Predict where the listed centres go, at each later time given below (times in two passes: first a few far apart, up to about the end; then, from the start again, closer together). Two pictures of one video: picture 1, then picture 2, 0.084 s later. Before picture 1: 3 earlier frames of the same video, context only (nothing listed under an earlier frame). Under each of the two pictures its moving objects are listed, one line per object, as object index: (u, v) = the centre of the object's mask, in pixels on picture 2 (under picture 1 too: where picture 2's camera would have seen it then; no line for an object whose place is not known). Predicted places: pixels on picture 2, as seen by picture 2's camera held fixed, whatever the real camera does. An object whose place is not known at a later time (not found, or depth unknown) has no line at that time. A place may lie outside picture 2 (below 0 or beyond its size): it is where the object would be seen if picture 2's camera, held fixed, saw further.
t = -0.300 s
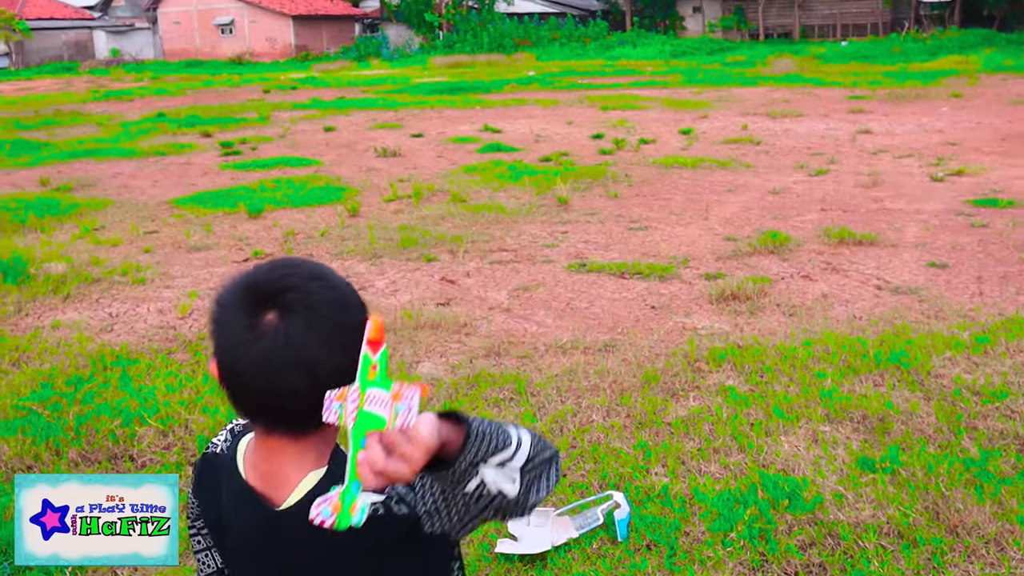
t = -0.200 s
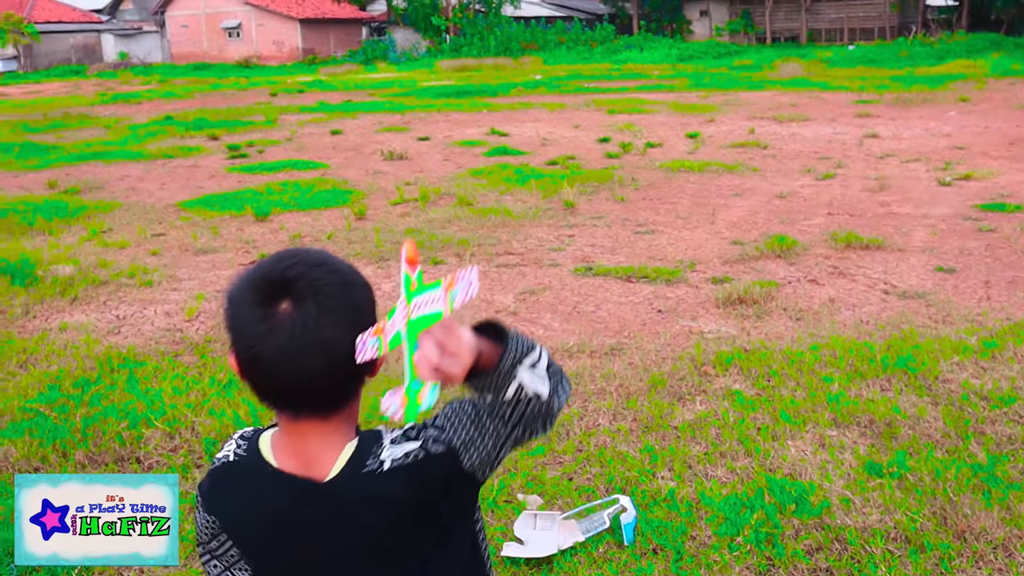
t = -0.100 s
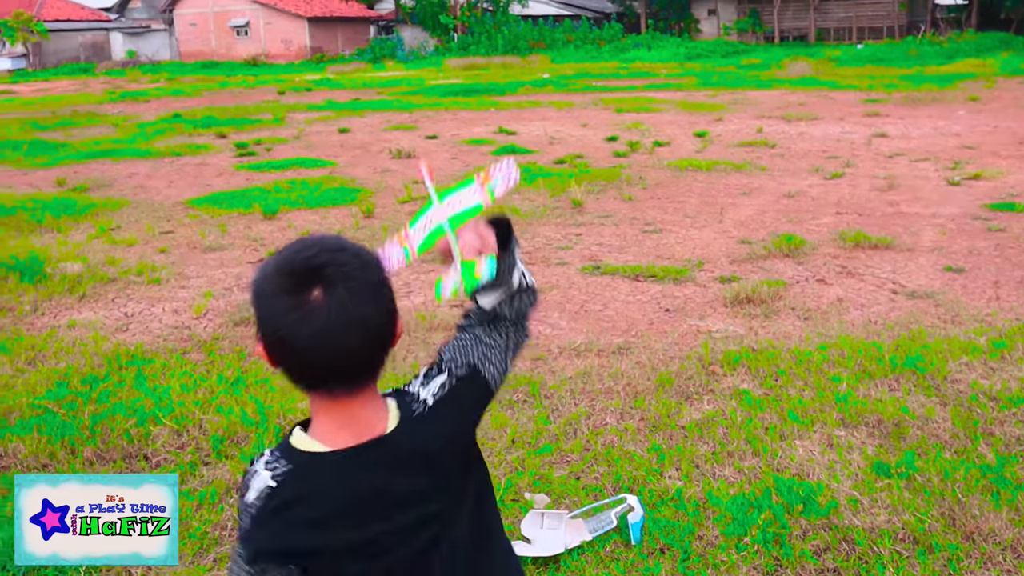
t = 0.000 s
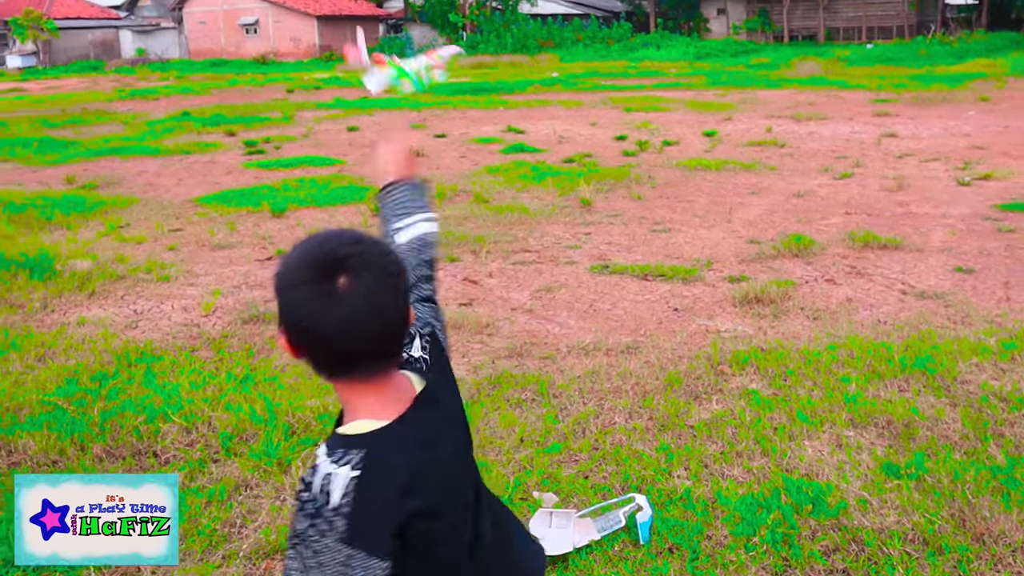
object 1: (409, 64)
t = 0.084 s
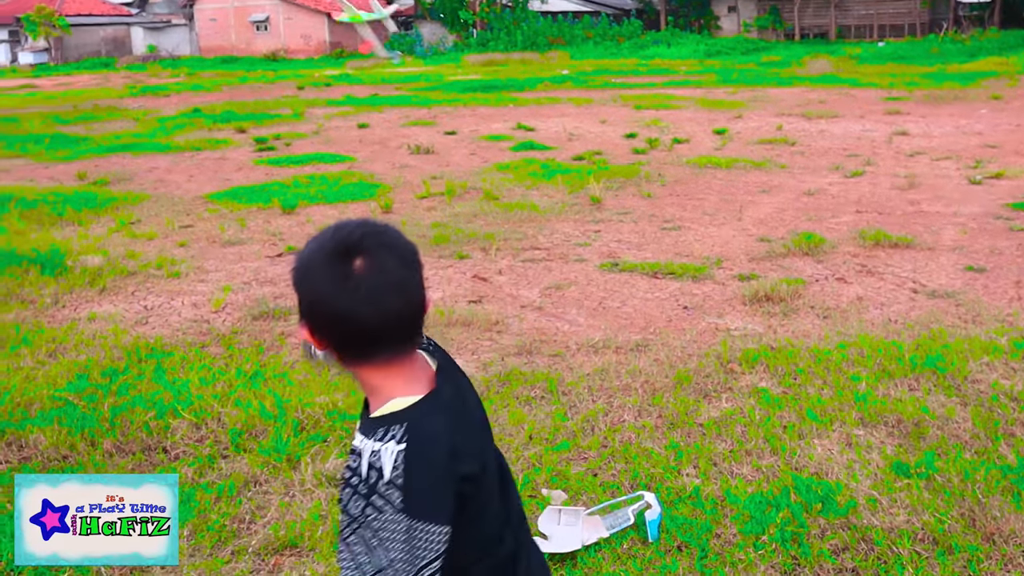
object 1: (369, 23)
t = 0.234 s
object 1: (286, 41)
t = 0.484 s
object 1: (246, 136)
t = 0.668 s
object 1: (260, 208)
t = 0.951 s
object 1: (301, 277)
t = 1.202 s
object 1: (302, 279)
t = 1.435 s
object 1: (303, 278)
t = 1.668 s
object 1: (304, 277)
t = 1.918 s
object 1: (304, 277)
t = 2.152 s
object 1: (304, 277)
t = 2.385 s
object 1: (305, 277)
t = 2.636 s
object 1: (304, 277)
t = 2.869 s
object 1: (304, 277)
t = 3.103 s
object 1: (304, 277)
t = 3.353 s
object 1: (304, 277)
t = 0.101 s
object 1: (360, 21)
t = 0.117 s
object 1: (348, 23)
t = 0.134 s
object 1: (339, 22)
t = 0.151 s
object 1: (329, 24)
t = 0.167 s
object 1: (322, 27)
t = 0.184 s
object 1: (310, 29)
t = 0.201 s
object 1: (302, 33)
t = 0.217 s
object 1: (294, 37)
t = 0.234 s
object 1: (286, 41)
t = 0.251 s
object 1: (279, 44)
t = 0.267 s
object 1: (272, 47)
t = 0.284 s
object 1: (268, 53)
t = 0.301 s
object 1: (264, 63)
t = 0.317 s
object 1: (260, 70)
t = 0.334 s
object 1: (257, 76)
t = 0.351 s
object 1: (254, 83)
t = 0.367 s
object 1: (251, 90)
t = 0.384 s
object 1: (250, 96)
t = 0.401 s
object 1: (248, 103)
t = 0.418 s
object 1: (248, 111)
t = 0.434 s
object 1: (248, 118)
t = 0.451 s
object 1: (246, 123)
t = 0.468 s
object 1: (246, 130)
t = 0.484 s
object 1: (246, 136)
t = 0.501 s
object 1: (246, 143)
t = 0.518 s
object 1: (247, 149)
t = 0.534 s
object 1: (248, 156)
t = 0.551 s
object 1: (249, 162)
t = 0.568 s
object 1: (249, 169)
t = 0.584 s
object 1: (251, 177)
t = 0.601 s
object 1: (252, 183)
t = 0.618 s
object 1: (254, 189)
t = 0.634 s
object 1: (256, 195)
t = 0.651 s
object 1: (257, 200)
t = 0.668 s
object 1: (260, 208)
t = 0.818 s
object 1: (287, 256)
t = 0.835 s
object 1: (294, 264)
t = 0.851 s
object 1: (297, 269)
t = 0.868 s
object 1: (301, 275)
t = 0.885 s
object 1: (304, 278)
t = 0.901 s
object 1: (304, 278)
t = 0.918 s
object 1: (301, 278)
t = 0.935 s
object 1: (301, 278)
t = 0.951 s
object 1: (301, 277)
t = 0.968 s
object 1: (303, 277)
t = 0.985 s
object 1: (302, 276)
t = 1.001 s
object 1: (301, 277)
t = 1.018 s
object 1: (301, 276)
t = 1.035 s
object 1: (300, 278)
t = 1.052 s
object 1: (299, 278)
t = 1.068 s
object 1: (300, 279)
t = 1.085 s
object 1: (300, 279)
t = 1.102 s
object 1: (301, 278)
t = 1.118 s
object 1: (301, 278)
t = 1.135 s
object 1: (301, 278)
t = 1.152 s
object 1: (302, 279)
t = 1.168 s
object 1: (302, 279)
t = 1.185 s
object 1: (302, 279)
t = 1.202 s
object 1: (302, 279)
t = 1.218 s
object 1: (302, 278)
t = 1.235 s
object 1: (302, 278)
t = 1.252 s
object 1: (302, 278)
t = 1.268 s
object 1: (303, 278)
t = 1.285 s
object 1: (302, 278)
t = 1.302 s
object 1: (302, 278)
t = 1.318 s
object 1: (303, 278)
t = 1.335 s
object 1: (303, 278)
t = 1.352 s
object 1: (303, 278)
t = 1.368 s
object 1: (303, 278)
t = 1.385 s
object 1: (303, 278)
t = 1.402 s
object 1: (303, 278)
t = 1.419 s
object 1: (303, 278)
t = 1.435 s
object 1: (303, 278)
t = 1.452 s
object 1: (303, 278)
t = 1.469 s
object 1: (303, 278)
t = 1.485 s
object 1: (303, 277)
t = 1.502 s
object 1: (304, 277)
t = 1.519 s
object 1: (304, 278)
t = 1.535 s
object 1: (304, 278)
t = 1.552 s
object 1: (303, 278)
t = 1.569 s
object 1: (303, 277)
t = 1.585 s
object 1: (303, 278)
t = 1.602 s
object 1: (304, 277)
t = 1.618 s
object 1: (304, 277)
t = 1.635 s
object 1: (304, 277)
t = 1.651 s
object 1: (304, 277)
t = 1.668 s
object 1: (304, 277)
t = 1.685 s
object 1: (304, 277)
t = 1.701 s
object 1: (304, 277)
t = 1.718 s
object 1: (304, 277)
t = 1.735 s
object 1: (304, 277)
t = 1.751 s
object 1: (304, 277)
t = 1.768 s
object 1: (304, 277)
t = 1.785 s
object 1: (303, 277)
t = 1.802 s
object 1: (303, 277)
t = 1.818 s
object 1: (303, 278)
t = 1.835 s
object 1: (303, 278)
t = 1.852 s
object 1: (303, 278)
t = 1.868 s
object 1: (303, 277)
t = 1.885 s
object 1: (303, 277)
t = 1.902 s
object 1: (304, 277)
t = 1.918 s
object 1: (304, 277)
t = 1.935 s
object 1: (304, 277)
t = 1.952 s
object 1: (304, 277)
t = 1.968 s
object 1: (304, 277)
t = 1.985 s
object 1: (304, 277)
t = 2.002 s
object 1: (304, 277)
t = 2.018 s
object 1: (304, 277)
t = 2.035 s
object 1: (304, 277)
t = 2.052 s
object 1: (304, 277)
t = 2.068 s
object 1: (304, 277)
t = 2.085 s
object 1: (304, 277)
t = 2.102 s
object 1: (304, 277)
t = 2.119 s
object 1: (303, 277)
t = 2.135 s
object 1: (304, 277)
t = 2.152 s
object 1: (304, 277)
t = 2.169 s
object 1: (304, 277)
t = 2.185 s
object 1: (304, 277)
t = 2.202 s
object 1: (304, 277)
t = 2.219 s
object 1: (304, 277)
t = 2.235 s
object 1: (304, 277)
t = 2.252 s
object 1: (304, 277)
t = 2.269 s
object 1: (304, 277)
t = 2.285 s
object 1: (304, 277)
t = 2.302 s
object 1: (304, 277)
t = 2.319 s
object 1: (304, 277)
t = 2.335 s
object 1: (304, 277)
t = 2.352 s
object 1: (304, 277)
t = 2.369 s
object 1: (305, 277)
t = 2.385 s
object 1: (305, 277)
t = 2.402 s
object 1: (305, 277)
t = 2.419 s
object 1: (305, 277)
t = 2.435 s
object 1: (305, 277)
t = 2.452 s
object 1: (305, 277)
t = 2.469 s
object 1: (305, 277)
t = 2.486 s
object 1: (304, 277)
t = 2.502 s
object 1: (304, 277)
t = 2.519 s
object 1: (304, 277)
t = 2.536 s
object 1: (304, 277)
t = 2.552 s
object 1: (304, 277)
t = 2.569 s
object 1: (304, 277)
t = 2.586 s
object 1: (304, 277)
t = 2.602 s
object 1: (304, 277)
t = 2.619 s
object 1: (304, 277)
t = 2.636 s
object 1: (304, 277)
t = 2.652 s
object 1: (304, 277)
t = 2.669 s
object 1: (304, 277)
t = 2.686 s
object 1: (305, 277)
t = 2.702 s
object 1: (305, 277)
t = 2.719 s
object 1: (304, 277)
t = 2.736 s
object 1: (304, 277)
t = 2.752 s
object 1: (304, 277)
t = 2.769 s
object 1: (304, 277)
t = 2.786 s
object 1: (304, 277)
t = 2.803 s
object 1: (305, 277)
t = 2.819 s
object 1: (305, 277)
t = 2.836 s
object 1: (305, 277)
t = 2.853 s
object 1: (305, 277)
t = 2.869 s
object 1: (304, 277)
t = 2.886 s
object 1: (304, 277)
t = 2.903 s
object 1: (304, 277)
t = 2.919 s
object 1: (304, 277)
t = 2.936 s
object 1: (304, 277)
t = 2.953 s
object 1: (304, 277)
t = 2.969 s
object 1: (304, 277)
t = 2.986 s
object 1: (304, 277)
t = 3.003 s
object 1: (304, 277)
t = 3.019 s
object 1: (304, 277)
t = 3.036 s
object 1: (304, 277)
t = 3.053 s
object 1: (304, 277)
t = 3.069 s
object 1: (304, 277)
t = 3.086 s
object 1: (304, 277)
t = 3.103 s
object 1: (304, 277)
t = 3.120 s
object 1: (304, 277)
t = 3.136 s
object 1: (304, 277)
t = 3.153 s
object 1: (304, 277)
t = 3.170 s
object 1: (304, 277)
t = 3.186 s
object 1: (305, 277)
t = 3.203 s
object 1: (304, 277)
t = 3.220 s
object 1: (304, 277)
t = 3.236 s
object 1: (304, 277)
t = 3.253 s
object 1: (304, 277)
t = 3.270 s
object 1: (304, 277)
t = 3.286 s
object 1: (304, 277)
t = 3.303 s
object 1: (304, 277)
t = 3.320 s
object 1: (304, 277)
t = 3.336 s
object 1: (304, 277)
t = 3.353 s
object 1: (304, 277)
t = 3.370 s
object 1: (304, 277)
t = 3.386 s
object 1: (304, 277)
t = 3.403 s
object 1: (303, 277)
